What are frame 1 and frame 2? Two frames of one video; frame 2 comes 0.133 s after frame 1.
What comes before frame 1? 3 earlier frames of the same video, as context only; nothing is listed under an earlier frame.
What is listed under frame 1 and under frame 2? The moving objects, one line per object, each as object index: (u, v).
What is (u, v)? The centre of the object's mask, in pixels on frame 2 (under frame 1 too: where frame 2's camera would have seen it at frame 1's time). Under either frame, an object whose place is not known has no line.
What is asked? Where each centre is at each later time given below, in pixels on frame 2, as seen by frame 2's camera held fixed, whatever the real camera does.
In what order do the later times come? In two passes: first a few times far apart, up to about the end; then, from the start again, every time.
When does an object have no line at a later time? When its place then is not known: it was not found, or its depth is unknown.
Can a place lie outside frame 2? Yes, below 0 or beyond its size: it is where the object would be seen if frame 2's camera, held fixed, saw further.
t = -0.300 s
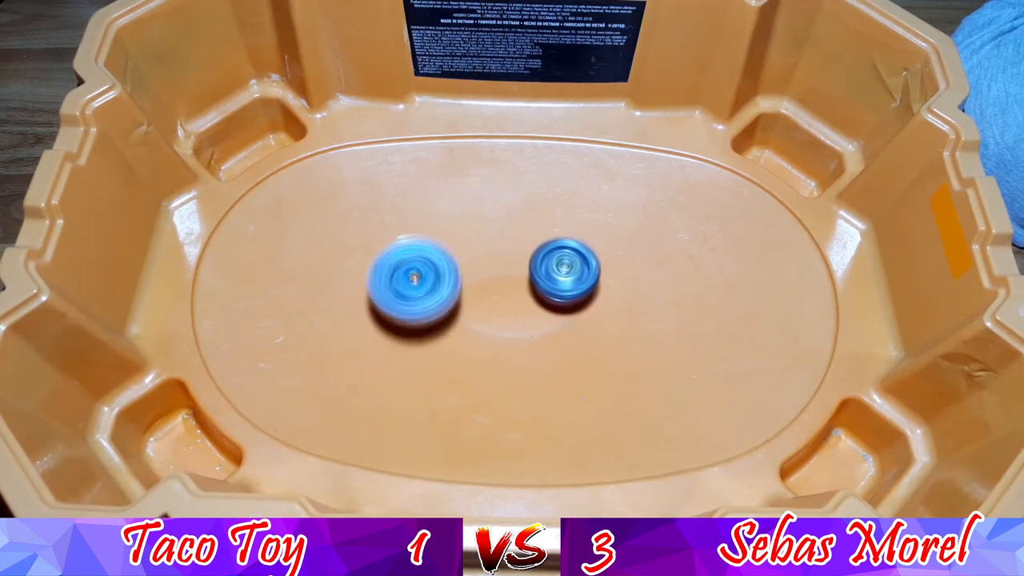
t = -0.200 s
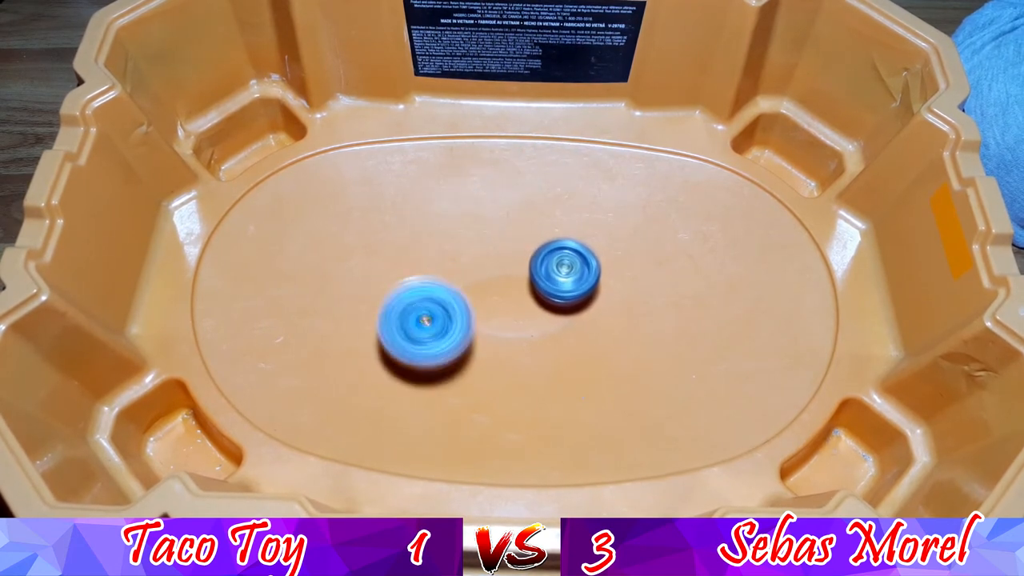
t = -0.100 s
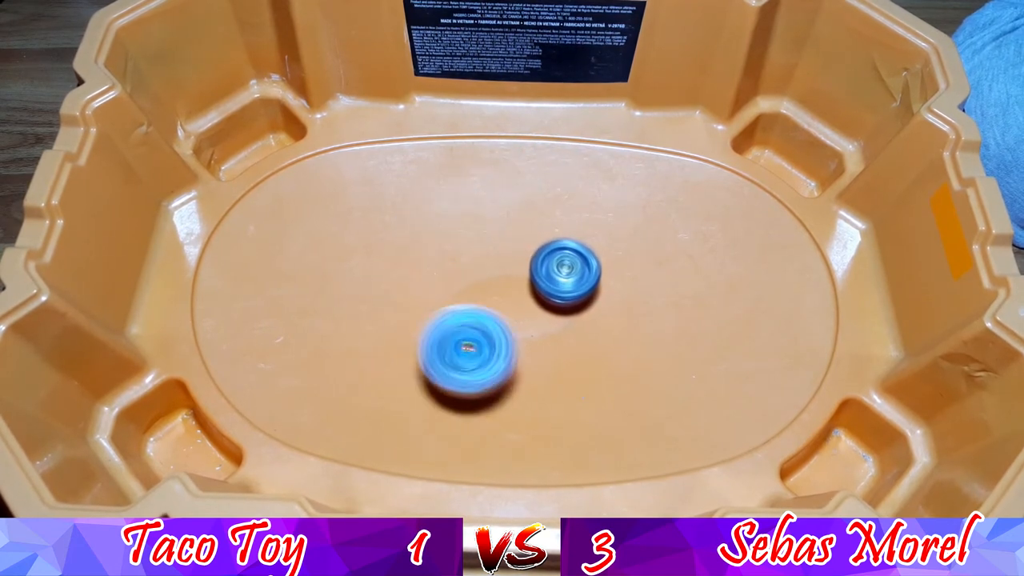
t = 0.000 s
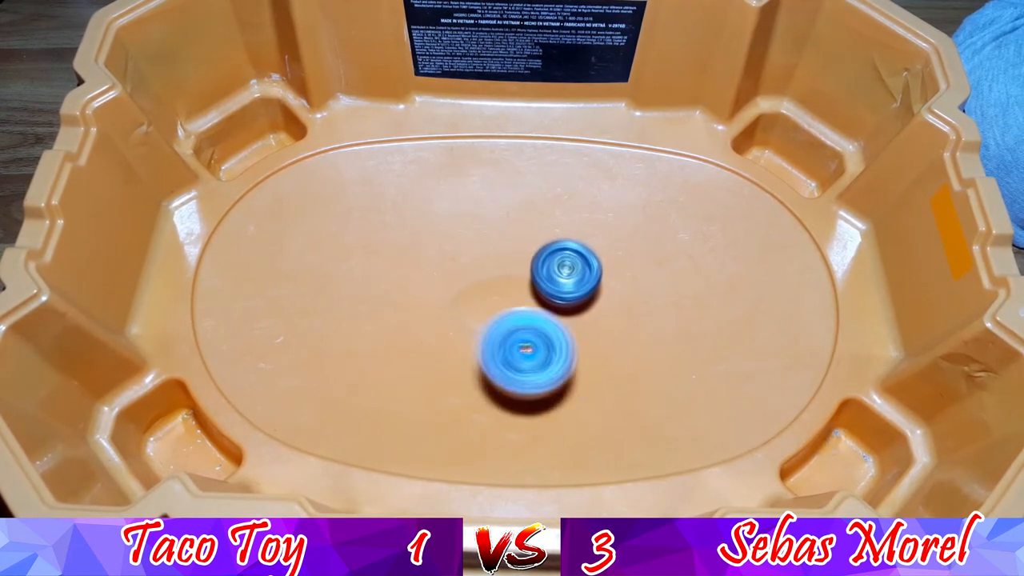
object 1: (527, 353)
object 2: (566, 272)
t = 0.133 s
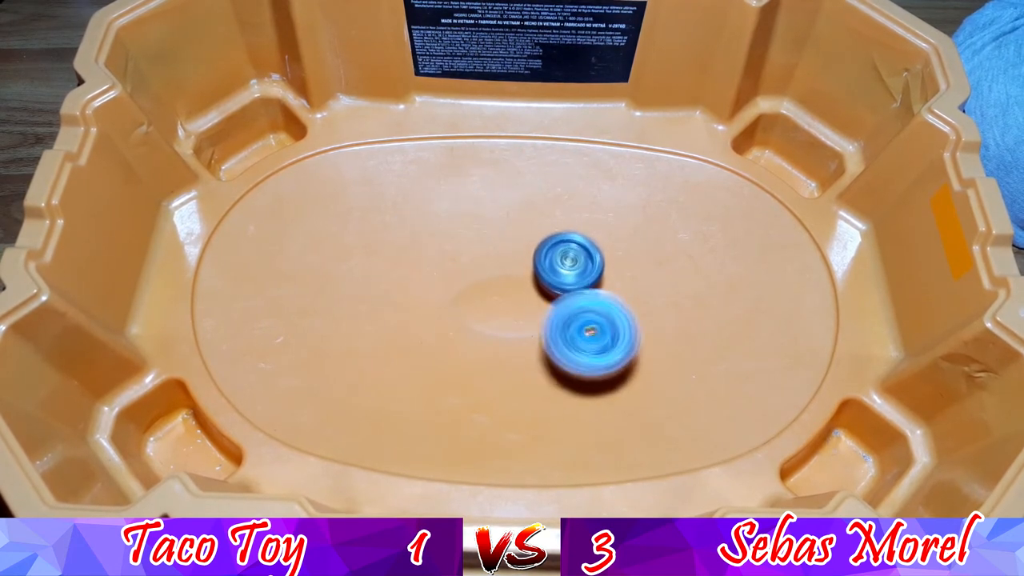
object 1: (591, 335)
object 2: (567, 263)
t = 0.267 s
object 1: (626, 301)
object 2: (563, 251)
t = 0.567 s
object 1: (637, 252)
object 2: (501, 215)
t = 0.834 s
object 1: (561, 261)
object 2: (469, 240)
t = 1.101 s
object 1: (549, 320)
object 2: (465, 264)
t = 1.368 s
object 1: (585, 327)
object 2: (491, 276)
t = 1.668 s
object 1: (593, 284)
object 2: (489, 258)
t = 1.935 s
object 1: (551, 256)
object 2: (467, 266)
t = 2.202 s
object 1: (537, 253)
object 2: (440, 281)
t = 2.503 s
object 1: (540, 254)
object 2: (454, 292)
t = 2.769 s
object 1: (555, 259)
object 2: (466, 271)
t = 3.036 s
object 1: (571, 268)
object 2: (487, 261)
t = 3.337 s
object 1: (616, 288)
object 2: (467, 248)
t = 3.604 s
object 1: (607, 276)
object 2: (449, 253)
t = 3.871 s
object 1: (569, 288)
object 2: (460, 271)
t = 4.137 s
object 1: (553, 325)
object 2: (482, 261)
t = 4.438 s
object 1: (554, 322)
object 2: (506, 261)
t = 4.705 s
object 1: (551, 314)
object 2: (518, 245)
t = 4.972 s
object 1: (552, 337)
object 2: (508, 205)
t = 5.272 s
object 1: (556, 322)
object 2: (488, 215)
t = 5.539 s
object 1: (544, 300)
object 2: (489, 238)
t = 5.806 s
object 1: (552, 322)
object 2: (483, 246)
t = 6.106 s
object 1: (623, 333)
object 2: (458, 239)
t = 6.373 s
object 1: (598, 294)
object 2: (466, 266)
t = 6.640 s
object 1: (577, 280)
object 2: (457, 264)
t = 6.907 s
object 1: (578, 275)
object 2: (441, 277)
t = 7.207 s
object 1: (571, 267)
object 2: (451, 289)
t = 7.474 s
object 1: (562, 262)
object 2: (470, 275)
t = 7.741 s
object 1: (565, 263)
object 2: (469, 265)
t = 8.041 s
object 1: (576, 278)
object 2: (476, 266)
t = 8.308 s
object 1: (583, 284)
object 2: (497, 261)
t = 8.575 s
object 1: (604, 296)
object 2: (480, 248)
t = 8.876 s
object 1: (593, 294)
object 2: (473, 250)
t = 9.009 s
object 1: (579, 290)
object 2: (475, 254)
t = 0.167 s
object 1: (603, 329)
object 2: (567, 259)
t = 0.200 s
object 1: (612, 322)
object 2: (566, 257)
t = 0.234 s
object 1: (621, 312)
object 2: (565, 254)
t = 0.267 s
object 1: (626, 301)
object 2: (563, 251)
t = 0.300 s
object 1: (629, 291)
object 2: (561, 250)
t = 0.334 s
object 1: (633, 281)
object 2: (557, 246)
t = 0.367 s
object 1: (642, 279)
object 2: (545, 236)
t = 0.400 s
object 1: (648, 274)
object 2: (534, 229)
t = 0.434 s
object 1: (651, 270)
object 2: (526, 222)
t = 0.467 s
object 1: (650, 265)
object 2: (519, 220)
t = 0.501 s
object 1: (648, 260)
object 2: (512, 217)
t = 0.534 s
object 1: (643, 255)
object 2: (506, 215)
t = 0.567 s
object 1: (637, 252)
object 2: (501, 215)
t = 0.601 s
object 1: (631, 250)
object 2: (496, 216)
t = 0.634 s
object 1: (622, 248)
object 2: (492, 219)
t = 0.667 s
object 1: (613, 248)
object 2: (487, 222)
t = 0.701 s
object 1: (602, 249)
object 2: (482, 226)
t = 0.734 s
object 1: (592, 251)
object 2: (478, 230)
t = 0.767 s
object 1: (582, 253)
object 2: (473, 233)
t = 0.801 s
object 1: (571, 257)
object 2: (470, 236)
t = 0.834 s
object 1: (561, 261)
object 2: (469, 240)
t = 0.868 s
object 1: (552, 266)
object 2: (468, 244)
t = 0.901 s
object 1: (544, 270)
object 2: (468, 248)
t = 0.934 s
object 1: (543, 277)
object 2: (465, 250)
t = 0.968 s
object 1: (543, 284)
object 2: (463, 252)
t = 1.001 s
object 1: (545, 291)
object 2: (462, 254)
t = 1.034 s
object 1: (547, 300)
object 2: (462, 257)
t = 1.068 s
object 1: (548, 311)
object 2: (463, 260)
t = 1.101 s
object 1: (549, 320)
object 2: (465, 264)
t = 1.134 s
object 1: (554, 334)
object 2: (470, 271)
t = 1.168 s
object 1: (557, 338)
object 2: (472, 273)
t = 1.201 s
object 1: (562, 340)
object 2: (475, 275)
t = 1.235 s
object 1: (566, 340)
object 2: (479, 275)
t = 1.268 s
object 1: (571, 339)
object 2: (482, 276)
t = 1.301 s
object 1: (577, 336)
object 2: (485, 276)
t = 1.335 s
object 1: (581, 332)
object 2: (488, 276)
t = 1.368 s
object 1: (585, 327)
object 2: (491, 276)
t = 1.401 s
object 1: (588, 321)
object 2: (495, 276)
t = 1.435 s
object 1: (589, 316)
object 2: (498, 276)
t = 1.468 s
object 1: (589, 309)
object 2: (502, 276)
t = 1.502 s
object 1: (587, 303)
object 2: (505, 275)
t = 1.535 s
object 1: (587, 298)
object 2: (505, 274)
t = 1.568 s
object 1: (591, 295)
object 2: (499, 267)
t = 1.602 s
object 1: (593, 292)
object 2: (495, 263)
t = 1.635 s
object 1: (594, 289)
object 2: (492, 260)
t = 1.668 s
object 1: (593, 284)
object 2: (489, 258)
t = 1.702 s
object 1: (591, 280)
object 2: (486, 257)
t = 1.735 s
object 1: (587, 275)
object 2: (483, 257)
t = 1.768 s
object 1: (583, 271)
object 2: (480, 258)
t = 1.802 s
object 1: (578, 267)
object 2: (477, 260)
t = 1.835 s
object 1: (571, 264)
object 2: (474, 261)
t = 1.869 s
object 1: (564, 261)
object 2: (472, 263)
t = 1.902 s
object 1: (558, 258)
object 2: (469, 264)
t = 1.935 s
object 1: (551, 256)
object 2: (467, 266)
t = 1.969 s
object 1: (549, 254)
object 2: (459, 268)
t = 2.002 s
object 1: (549, 253)
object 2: (452, 269)
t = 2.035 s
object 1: (547, 252)
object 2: (448, 270)
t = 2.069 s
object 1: (545, 252)
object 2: (444, 272)
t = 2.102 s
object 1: (543, 252)
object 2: (442, 274)
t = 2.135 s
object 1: (541, 253)
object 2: (441, 277)
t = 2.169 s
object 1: (539, 253)
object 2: (440, 279)
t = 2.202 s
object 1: (537, 253)
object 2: (440, 281)
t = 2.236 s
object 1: (535, 254)
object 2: (440, 284)
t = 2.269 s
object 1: (535, 254)
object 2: (440, 286)
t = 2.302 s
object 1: (534, 254)
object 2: (441, 288)
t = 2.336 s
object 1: (534, 254)
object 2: (443, 290)
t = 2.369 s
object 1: (535, 254)
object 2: (445, 291)
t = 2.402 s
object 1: (537, 254)
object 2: (447, 292)
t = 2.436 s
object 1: (538, 254)
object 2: (450, 292)
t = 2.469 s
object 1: (539, 254)
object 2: (452, 292)
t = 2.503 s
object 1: (540, 254)
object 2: (454, 292)
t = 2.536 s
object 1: (542, 254)
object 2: (455, 290)
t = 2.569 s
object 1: (543, 255)
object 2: (456, 288)
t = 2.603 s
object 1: (545, 256)
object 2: (457, 286)
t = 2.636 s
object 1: (546, 256)
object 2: (459, 284)
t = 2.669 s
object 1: (549, 257)
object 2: (460, 281)
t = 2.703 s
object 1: (551, 258)
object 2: (462, 277)
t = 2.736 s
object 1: (553, 258)
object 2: (464, 274)
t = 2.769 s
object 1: (555, 259)
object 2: (466, 271)
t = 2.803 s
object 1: (558, 260)
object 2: (469, 268)
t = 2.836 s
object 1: (560, 261)
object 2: (472, 266)
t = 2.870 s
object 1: (562, 262)
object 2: (475, 264)
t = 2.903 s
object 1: (564, 264)
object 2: (477, 264)
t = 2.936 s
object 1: (566, 265)
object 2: (480, 263)
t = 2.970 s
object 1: (568, 266)
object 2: (482, 263)
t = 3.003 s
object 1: (569, 267)
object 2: (485, 262)
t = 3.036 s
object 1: (571, 268)
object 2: (487, 261)
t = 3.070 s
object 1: (572, 269)
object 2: (488, 260)
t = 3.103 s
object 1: (574, 270)
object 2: (490, 260)
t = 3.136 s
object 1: (576, 272)
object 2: (493, 260)
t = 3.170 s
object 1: (576, 274)
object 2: (495, 260)
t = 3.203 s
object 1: (586, 279)
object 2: (487, 255)
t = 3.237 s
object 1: (596, 283)
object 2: (480, 252)
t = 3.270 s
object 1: (604, 285)
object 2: (475, 250)
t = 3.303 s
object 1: (611, 287)
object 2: (470, 248)
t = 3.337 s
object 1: (616, 288)
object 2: (467, 248)
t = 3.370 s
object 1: (619, 287)
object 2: (464, 248)
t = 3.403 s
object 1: (621, 286)
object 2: (461, 248)
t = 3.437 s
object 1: (621, 284)
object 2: (458, 248)
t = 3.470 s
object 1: (620, 282)
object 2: (456, 248)
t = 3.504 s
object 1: (618, 281)
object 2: (454, 249)
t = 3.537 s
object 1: (615, 279)
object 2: (452, 250)
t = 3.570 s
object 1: (611, 277)
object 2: (450, 252)
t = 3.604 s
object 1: (607, 276)
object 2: (449, 253)
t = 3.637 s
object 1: (602, 275)
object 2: (449, 255)
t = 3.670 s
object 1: (598, 275)
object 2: (449, 257)
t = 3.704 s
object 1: (594, 276)
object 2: (450, 259)
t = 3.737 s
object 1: (589, 277)
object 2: (451, 262)
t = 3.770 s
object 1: (584, 279)
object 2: (453, 264)
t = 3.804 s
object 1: (578, 282)
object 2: (455, 267)
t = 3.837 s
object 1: (573, 285)
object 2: (458, 269)
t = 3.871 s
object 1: (569, 288)
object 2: (460, 271)
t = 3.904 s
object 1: (565, 292)
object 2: (464, 273)
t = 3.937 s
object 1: (561, 296)
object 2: (467, 273)
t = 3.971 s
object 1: (557, 300)
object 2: (472, 273)
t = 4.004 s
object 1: (553, 304)
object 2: (476, 272)
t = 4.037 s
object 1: (550, 308)
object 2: (480, 271)
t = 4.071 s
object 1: (550, 315)
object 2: (480, 266)
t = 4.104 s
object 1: (552, 321)
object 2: (481, 263)
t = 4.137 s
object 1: (553, 325)
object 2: (482, 261)
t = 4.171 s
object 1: (553, 329)
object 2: (483, 260)
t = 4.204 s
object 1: (554, 331)
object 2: (485, 261)
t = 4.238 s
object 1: (554, 332)
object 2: (487, 261)
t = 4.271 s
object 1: (554, 333)
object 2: (489, 261)
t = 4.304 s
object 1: (554, 332)
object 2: (492, 261)
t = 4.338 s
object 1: (554, 331)
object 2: (495, 261)
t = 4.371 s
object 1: (554, 328)
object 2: (499, 261)
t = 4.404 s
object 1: (554, 325)
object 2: (502, 262)
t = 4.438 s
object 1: (554, 322)
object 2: (506, 261)
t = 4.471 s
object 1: (553, 319)
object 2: (510, 259)
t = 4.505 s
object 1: (552, 318)
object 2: (513, 256)
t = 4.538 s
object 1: (551, 318)
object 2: (515, 254)
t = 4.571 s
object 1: (551, 319)
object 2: (517, 251)
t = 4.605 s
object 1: (552, 319)
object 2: (518, 249)
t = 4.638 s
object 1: (551, 318)
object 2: (518, 248)
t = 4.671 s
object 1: (551, 316)
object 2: (518, 247)
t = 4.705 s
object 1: (551, 314)
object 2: (518, 245)
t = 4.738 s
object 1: (550, 311)
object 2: (518, 244)
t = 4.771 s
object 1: (550, 308)
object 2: (518, 243)
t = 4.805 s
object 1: (548, 308)
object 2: (518, 241)
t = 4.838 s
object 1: (550, 317)
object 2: (517, 229)
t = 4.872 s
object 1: (550, 324)
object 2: (515, 218)
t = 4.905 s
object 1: (551, 330)
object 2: (513, 211)
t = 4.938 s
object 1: (551, 334)
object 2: (511, 207)
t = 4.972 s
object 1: (552, 337)
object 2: (508, 205)
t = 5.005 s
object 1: (553, 340)
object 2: (506, 204)
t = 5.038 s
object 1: (554, 340)
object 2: (503, 204)
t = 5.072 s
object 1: (555, 340)
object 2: (501, 204)
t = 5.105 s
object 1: (557, 338)
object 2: (498, 204)
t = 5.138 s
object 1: (557, 336)
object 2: (496, 205)
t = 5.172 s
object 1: (558, 333)
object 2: (493, 207)
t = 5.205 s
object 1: (558, 330)
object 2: (491, 209)
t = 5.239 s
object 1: (557, 326)
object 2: (489, 212)
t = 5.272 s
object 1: (556, 322)
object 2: (488, 215)
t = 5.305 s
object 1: (555, 318)
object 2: (488, 219)
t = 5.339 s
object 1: (553, 313)
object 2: (488, 224)
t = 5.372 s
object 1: (550, 308)
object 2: (488, 228)
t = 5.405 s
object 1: (547, 303)
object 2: (489, 232)
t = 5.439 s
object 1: (545, 299)
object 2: (490, 237)
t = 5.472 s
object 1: (542, 296)
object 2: (491, 240)
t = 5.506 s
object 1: (542, 297)
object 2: (490, 240)
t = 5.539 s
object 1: (544, 300)
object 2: (489, 238)
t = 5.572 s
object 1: (544, 302)
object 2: (489, 238)
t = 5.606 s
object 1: (545, 304)
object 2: (488, 240)
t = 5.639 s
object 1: (545, 304)
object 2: (488, 243)
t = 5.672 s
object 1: (544, 305)
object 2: (488, 246)
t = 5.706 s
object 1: (544, 305)
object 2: (489, 249)
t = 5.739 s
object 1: (544, 305)
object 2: (489, 252)
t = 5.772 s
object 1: (544, 308)
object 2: (489, 254)
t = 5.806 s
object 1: (552, 322)
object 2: (483, 246)
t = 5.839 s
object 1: (561, 333)
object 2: (477, 237)
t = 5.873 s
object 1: (572, 342)
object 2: (472, 231)
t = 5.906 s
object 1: (581, 345)
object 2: (468, 229)
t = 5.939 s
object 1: (592, 348)
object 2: (465, 228)
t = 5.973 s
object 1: (600, 348)
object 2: (463, 229)
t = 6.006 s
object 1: (608, 346)
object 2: (461, 231)
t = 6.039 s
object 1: (615, 342)
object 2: (460, 234)
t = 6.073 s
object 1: (620, 338)
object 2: (459, 237)
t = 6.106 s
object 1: (623, 333)
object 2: (458, 239)
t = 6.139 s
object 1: (624, 327)
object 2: (457, 243)
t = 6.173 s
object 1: (624, 322)
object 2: (457, 246)
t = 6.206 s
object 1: (622, 318)
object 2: (458, 249)
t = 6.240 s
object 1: (619, 312)
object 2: (459, 252)
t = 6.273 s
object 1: (615, 307)
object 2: (460, 256)
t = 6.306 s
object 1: (610, 303)
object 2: (462, 259)
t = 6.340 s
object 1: (604, 298)
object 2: (464, 262)
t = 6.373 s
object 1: (598, 294)
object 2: (466, 266)
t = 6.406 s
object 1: (591, 289)
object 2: (469, 268)
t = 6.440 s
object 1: (584, 285)
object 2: (471, 271)
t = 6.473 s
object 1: (576, 282)
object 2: (474, 272)
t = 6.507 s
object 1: (569, 279)
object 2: (477, 272)
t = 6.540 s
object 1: (564, 277)
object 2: (480, 272)
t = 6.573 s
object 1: (569, 278)
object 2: (470, 269)
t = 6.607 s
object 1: (573, 279)
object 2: (462, 266)
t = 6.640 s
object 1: (577, 280)
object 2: (457, 264)
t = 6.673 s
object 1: (579, 281)
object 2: (453, 265)
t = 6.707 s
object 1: (581, 282)
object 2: (451, 266)
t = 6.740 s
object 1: (582, 282)
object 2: (449, 267)
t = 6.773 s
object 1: (581, 281)
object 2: (447, 269)
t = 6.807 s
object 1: (581, 280)
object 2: (445, 271)
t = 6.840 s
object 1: (580, 278)
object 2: (443, 273)
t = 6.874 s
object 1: (579, 276)
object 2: (442, 275)
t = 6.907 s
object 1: (578, 275)
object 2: (441, 277)
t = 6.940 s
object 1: (577, 273)
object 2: (440, 279)
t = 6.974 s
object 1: (576, 272)
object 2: (440, 281)
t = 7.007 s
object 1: (575, 271)
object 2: (440, 282)
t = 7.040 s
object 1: (574, 271)
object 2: (440, 284)
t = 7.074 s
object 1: (574, 270)
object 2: (442, 285)
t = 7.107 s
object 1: (573, 269)
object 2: (443, 287)
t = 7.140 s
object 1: (572, 269)
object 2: (445, 288)
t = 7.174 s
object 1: (572, 268)
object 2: (448, 289)
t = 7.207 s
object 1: (571, 267)
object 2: (451, 289)
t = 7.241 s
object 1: (570, 266)
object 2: (453, 289)
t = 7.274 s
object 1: (568, 265)
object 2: (455, 288)
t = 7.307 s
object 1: (567, 264)
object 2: (457, 286)
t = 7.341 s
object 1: (566, 264)
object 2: (459, 283)
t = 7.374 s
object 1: (565, 263)
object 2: (461, 281)
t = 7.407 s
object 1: (563, 263)
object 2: (464, 279)
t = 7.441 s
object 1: (563, 262)
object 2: (467, 277)
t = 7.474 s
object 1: (562, 262)
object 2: (470, 275)
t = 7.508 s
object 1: (561, 261)
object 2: (473, 274)
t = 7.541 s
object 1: (561, 261)
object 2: (476, 272)
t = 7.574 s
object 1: (564, 261)
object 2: (474, 271)
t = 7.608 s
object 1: (566, 262)
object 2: (472, 269)
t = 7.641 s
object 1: (567, 262)
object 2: (471, 267)
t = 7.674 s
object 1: (567, 262)
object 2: (470, 265)
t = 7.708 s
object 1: (567, 262)
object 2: (470, 265)
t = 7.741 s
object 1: (565, 263)
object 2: (469, 265)
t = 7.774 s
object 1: (564, 264)
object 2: (469, 265)
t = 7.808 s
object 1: (563, 265)
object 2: (469, 266)
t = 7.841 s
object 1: (564, 266)
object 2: (468, 267)
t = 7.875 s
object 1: (565, 267)
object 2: (468, 268)
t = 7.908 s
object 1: (567, 268)
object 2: (469, 269)
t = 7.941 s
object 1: (570, 270)
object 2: (470, 269)
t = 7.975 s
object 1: (572, 273)
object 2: (471, 268)
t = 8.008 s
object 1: (574, 275)
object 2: (473, 267)
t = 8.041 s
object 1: (576, 278)
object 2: (476, 266)
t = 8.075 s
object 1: (578, 280)
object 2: (478, 266)
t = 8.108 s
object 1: (579, 282)
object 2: (481, 265)
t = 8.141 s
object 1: (581, 284)
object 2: (483, 264)
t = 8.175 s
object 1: (581, 284)
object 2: (486, 263)
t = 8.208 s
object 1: (582, 285)
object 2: (489, 262)
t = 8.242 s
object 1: (583, 284)
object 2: (492, 262)
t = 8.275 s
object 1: (583, 284)
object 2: (494, 261)
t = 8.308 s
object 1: (583, 284)
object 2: (497, 261)
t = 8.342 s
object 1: (582, 283)
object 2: (500, 260)
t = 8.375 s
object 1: (582, 283)
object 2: (502, 260)
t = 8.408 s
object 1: (588, 287)
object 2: (496, 255)
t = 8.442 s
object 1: (593, 290)
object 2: (491, 252)
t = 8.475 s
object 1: (598, 292)
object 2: (488, 250)
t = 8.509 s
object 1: (601, 294)
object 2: (485, 249)
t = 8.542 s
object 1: (603, 295)
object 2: (483, 248)
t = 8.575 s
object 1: (604, 296)
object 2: (480, 248)
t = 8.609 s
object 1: (604, 296)
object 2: (478, 248)
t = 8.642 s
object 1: (604, 296)
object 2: (476, 247)
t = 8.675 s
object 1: (604, 296)
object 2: (475, 247)
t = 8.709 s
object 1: (603, 296)
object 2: (474, 247)
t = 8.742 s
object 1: (602, 295)
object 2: (474, 248)
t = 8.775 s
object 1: (601, 295)
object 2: (473, 248)
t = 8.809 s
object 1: (599, 295)
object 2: (473, 249)
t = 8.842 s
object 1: (596, 294)
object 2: (473, 249)
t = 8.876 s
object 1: (593, 294)
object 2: (473, 250)
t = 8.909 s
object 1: (590, 293)
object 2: (473, 251)
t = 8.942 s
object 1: (586, 292)
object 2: (473, 252)
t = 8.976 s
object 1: (583, 291)
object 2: (474, 253)
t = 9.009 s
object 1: (579, 290)
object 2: (475, 254)
